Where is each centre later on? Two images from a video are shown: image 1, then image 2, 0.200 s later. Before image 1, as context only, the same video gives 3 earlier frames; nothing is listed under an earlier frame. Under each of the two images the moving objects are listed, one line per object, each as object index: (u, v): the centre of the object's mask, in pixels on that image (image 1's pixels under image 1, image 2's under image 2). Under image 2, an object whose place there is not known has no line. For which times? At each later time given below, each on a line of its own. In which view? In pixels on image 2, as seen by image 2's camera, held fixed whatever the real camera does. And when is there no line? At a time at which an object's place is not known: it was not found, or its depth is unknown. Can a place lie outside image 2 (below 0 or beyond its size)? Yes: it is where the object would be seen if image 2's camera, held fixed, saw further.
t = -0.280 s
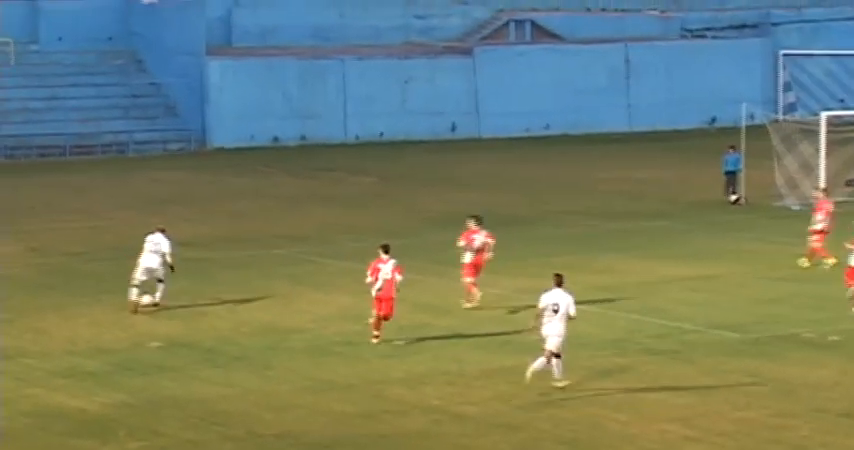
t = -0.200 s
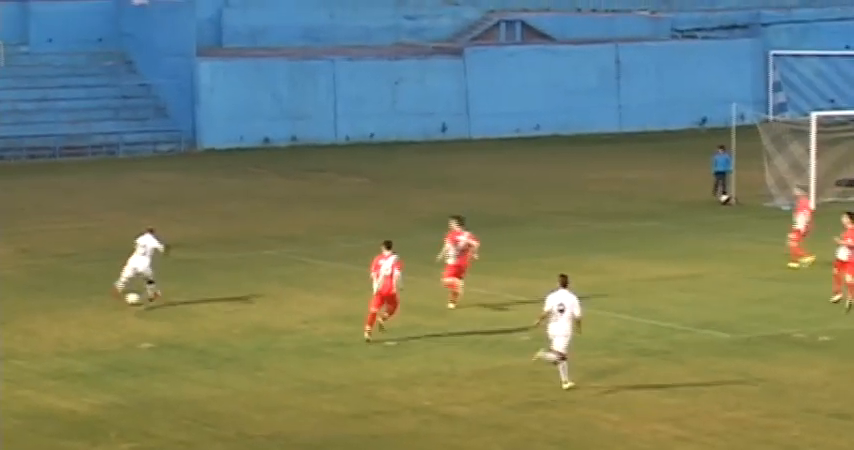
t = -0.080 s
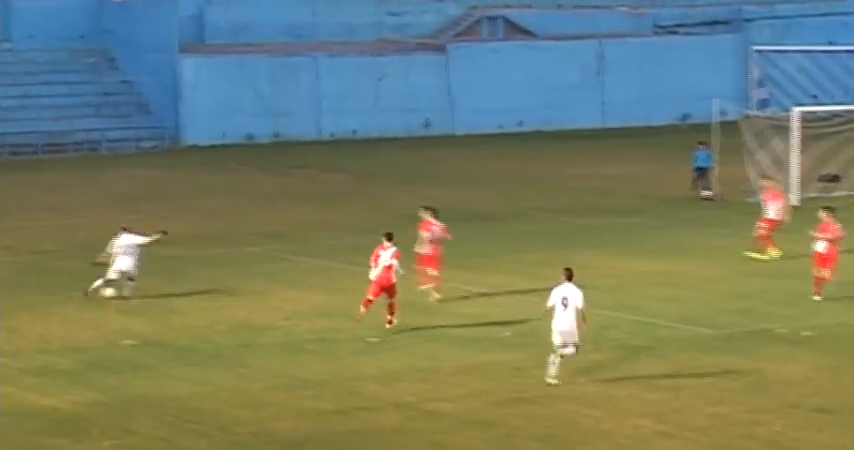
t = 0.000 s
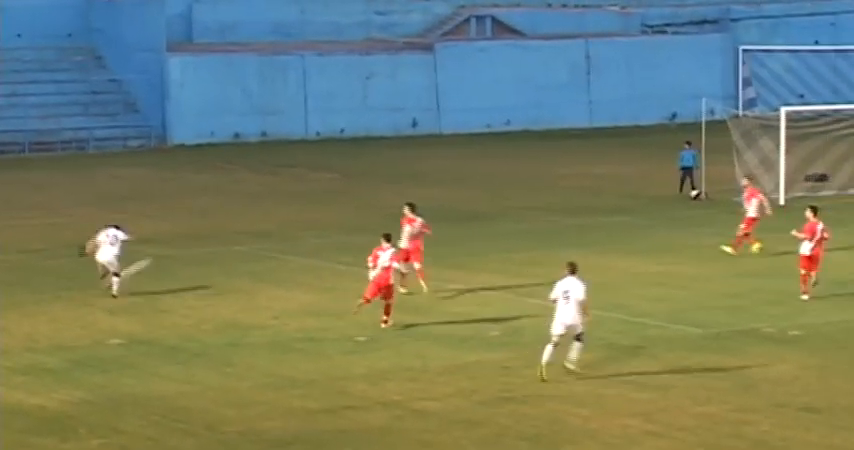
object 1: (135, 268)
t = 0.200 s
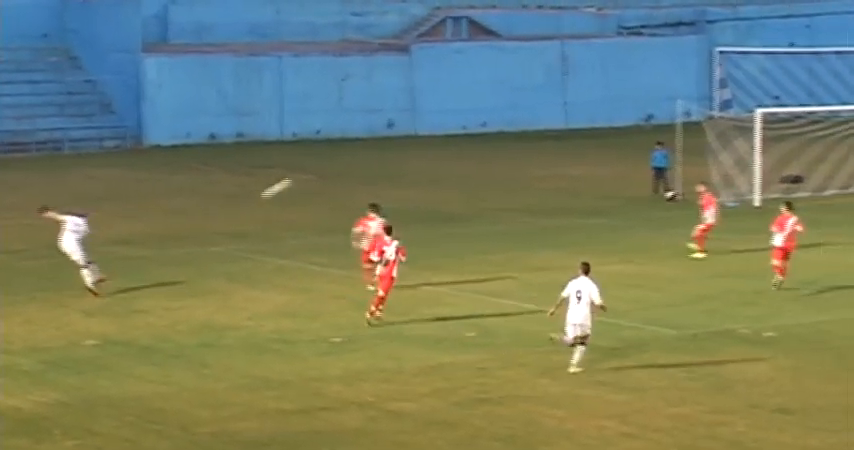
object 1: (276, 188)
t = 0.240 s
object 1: (307, 174)
